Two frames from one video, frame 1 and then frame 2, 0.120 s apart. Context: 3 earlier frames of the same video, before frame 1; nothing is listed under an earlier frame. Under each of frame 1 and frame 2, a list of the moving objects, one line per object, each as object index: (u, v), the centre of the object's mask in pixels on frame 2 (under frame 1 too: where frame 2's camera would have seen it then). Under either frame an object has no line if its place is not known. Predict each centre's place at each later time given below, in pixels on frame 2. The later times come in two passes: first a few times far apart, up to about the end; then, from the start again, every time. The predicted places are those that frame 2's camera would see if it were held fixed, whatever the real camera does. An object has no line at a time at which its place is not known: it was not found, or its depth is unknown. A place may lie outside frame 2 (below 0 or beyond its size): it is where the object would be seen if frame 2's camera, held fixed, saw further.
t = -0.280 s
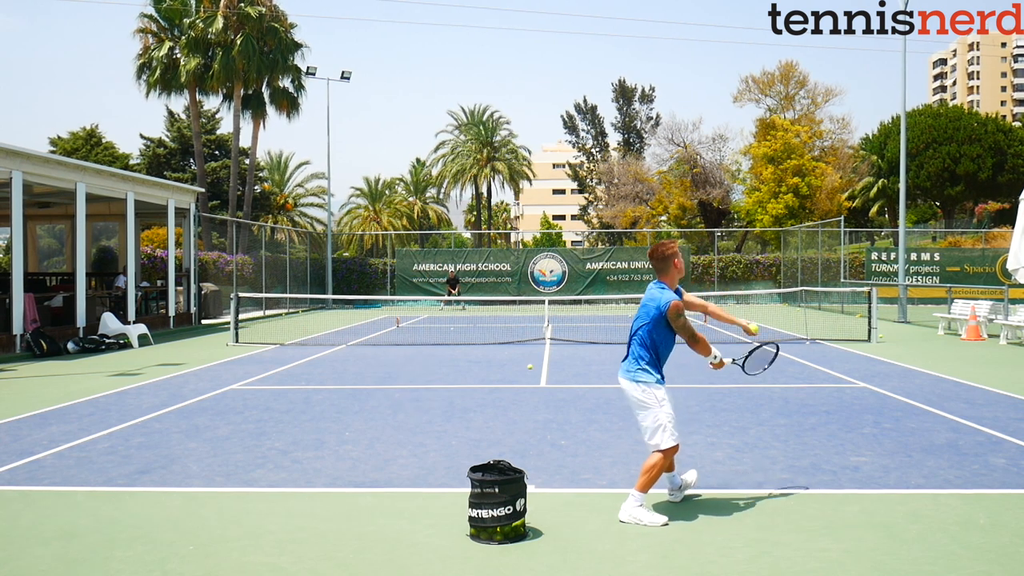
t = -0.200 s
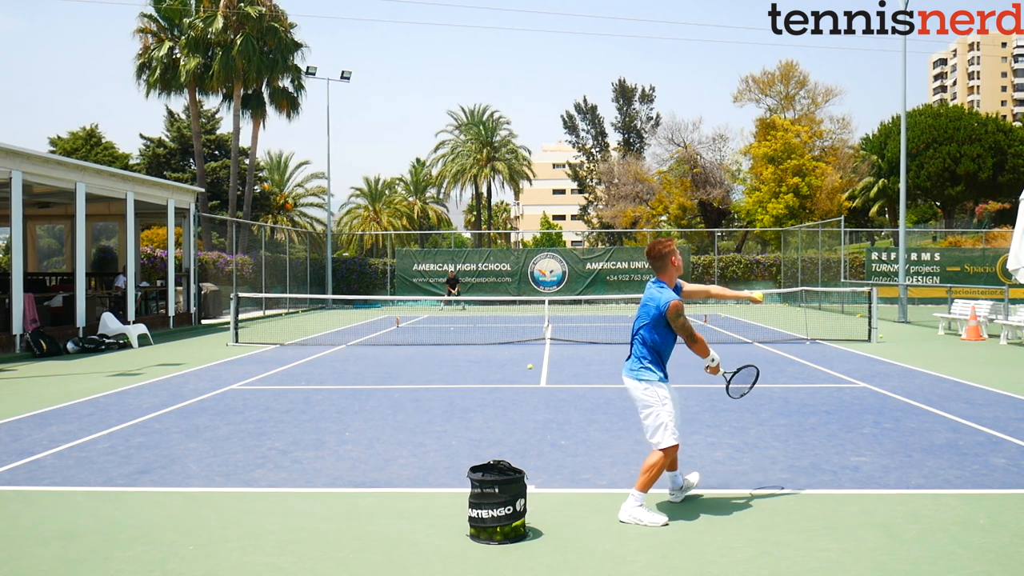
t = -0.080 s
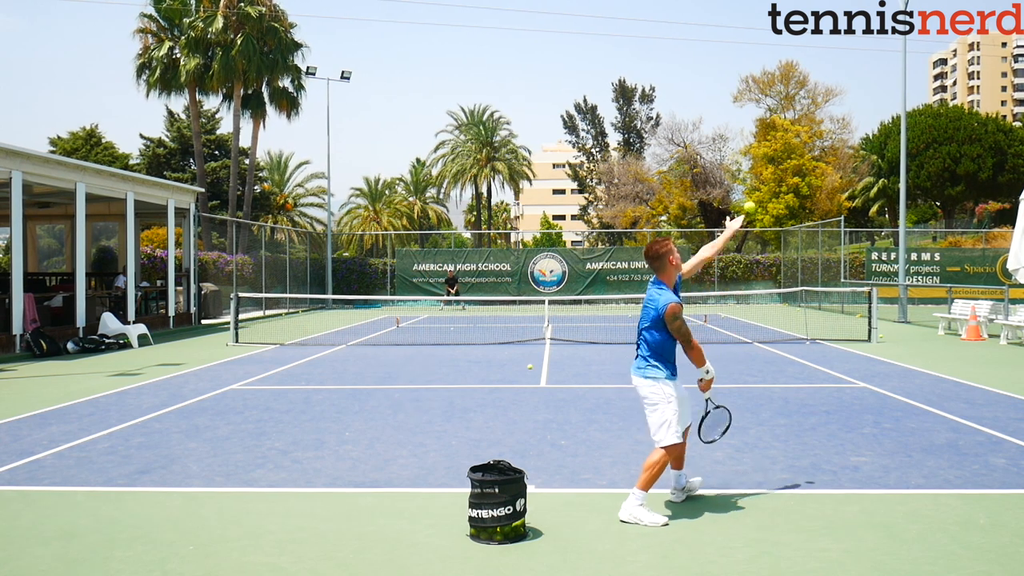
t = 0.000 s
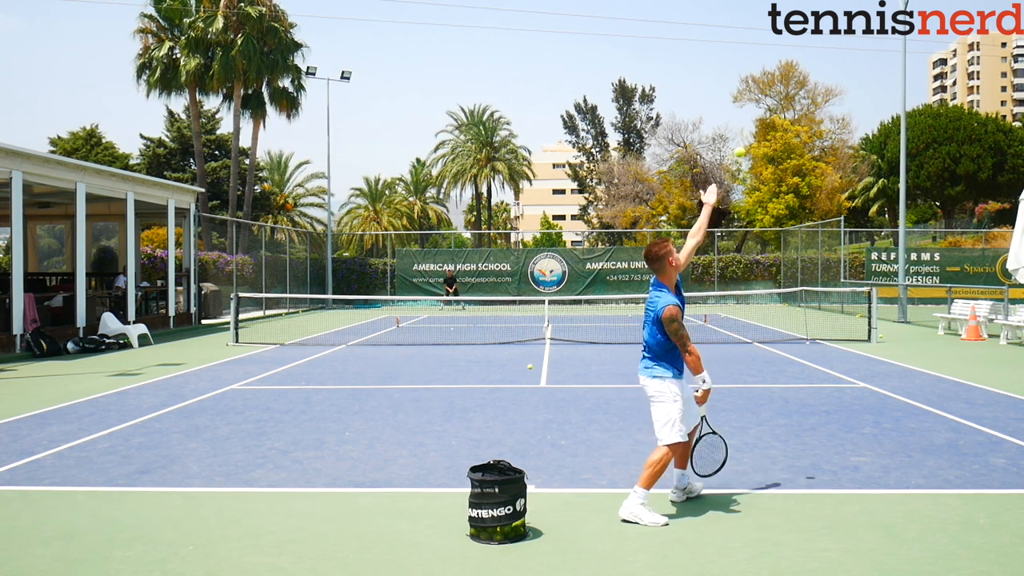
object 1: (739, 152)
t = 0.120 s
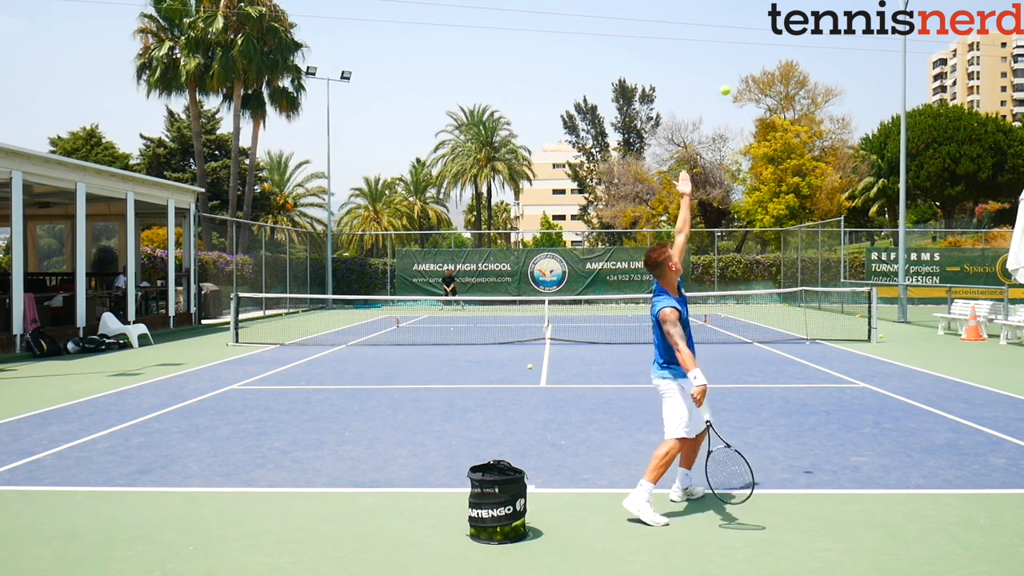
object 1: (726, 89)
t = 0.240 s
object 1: (711, 51)
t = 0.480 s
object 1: (684, 36)
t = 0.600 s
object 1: (671, 59)
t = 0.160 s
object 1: (721, 74)
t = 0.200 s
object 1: (716, 61)
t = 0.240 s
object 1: (711, 51)
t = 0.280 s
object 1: (706, 42)
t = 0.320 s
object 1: (702, 37)
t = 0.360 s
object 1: (697, 33)
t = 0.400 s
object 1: (693, 32)
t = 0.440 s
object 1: (688, 33)
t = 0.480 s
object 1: (684, 36)
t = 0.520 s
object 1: (679, 42)
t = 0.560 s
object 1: (675, 50)
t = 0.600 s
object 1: (671, 59)
